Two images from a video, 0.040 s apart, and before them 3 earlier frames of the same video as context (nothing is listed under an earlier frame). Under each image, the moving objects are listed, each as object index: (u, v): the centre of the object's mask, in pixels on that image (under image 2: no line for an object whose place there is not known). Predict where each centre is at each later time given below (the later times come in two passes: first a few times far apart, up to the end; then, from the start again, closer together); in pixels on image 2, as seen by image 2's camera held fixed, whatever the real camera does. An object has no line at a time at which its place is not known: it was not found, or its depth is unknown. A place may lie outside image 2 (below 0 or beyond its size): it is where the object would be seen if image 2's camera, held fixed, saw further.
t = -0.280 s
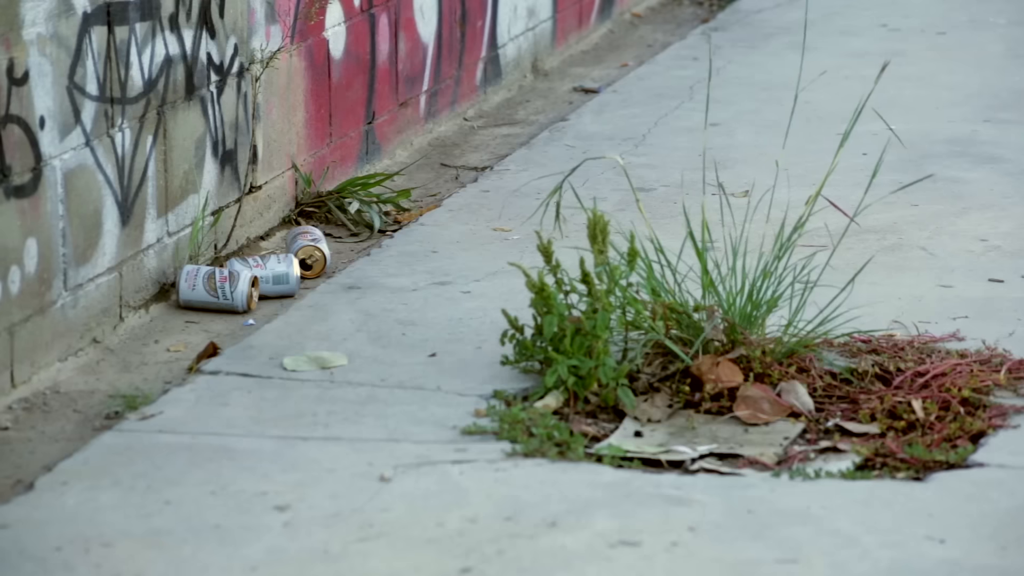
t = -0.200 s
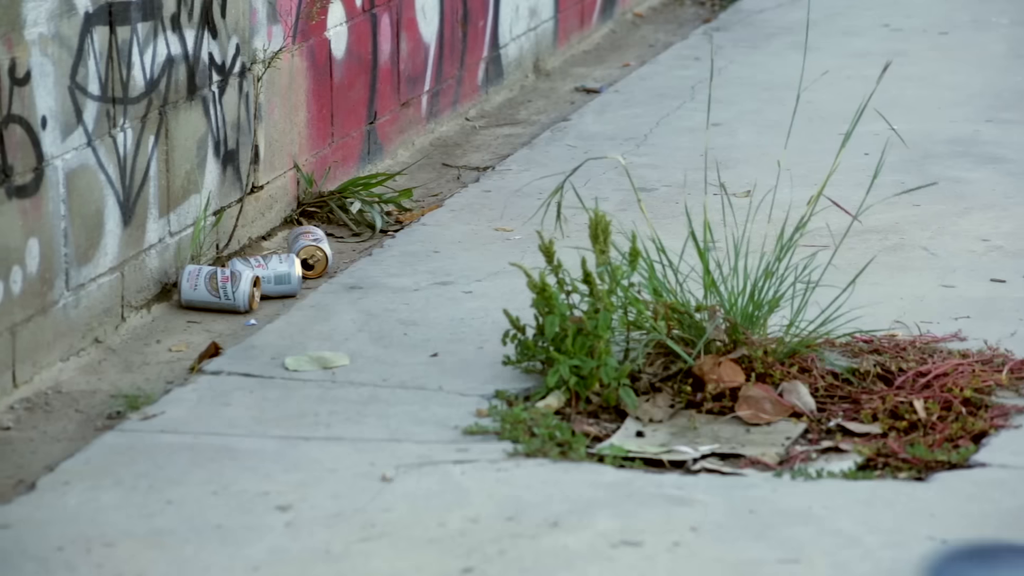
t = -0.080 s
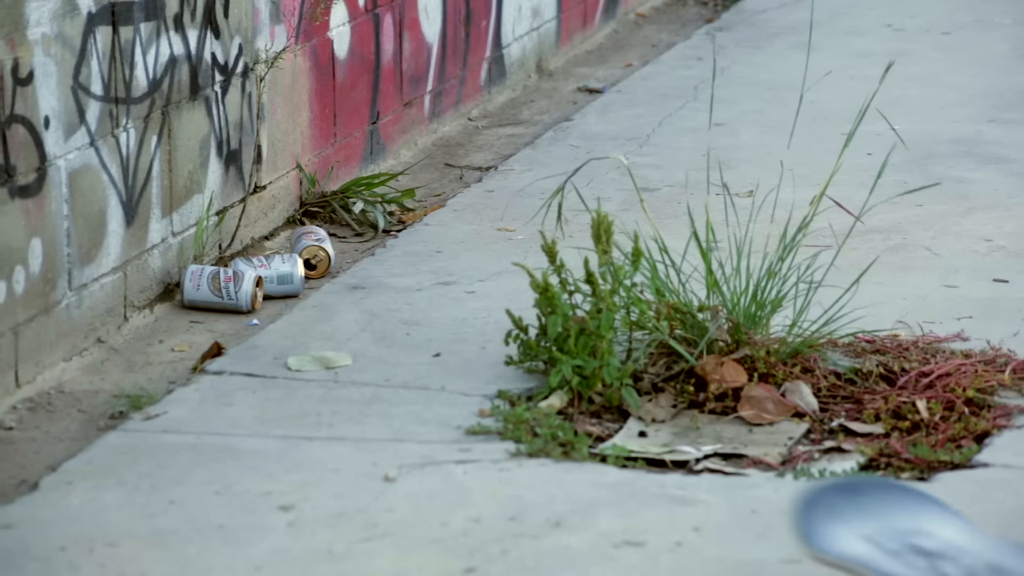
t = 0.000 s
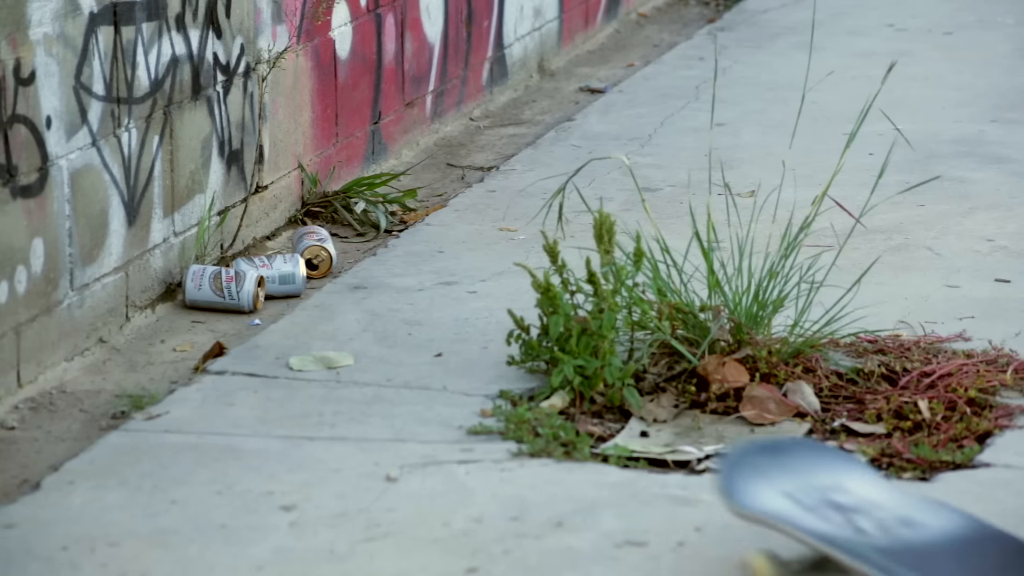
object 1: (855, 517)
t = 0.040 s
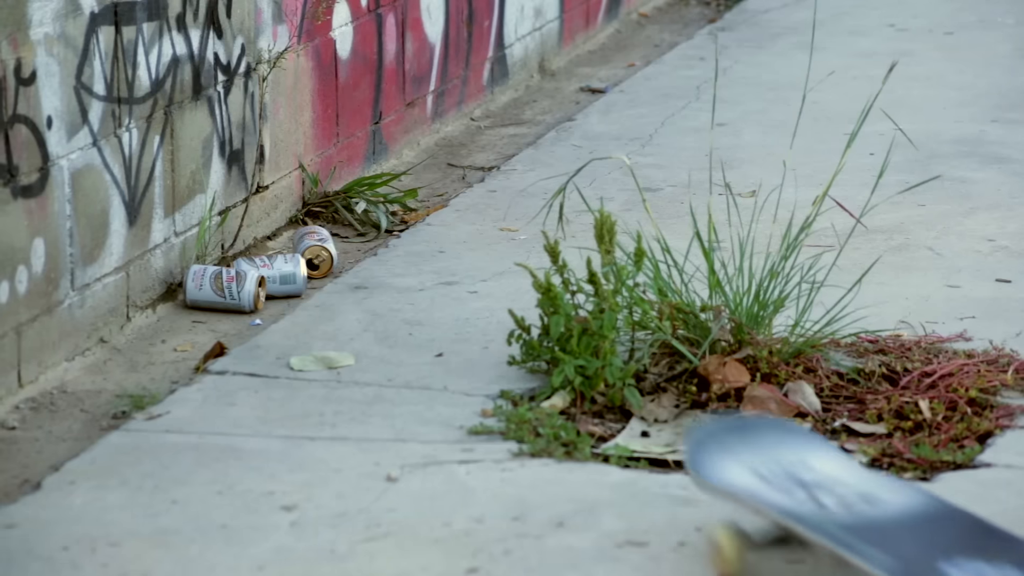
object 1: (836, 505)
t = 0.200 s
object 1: (751, 464)
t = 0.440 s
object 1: (603, 378)
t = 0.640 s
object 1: (506, 313)
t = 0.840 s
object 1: (444, 281)
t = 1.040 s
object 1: (377, 258)
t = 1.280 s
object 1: (366, 238)
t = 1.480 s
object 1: (350, 231)
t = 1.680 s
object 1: (348, 231)
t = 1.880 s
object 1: (347, 231)
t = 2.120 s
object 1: (347, 231)
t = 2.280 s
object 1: (347, 231)
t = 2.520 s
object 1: (347, 231)
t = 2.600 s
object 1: (347, 231)
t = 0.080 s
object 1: (820, 491)
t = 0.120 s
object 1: (799, 486)
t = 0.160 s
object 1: (772, 472)
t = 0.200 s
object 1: (751, 464)
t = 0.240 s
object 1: (715, 449)
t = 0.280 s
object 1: (689, 433)
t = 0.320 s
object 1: (664, 420)
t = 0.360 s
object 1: (646, 410)
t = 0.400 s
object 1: (625, 395)
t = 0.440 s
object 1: (603, 378)
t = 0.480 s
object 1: (578, 355)
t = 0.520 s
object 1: (554, 342)
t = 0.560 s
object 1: (537, 341)
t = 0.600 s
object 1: (522, 333)
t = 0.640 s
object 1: (506, 313)
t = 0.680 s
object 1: (494, 304)
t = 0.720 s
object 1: (479, 298)
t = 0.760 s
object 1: (463, 288)
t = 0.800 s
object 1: (456, 285)
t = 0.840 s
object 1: (444, 281)
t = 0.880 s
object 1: (418, 270)
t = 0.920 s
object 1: (417, 270)
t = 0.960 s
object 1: (399, 264)
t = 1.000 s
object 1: (394, 264)
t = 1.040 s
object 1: (377, 258)
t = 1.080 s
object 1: (367, 254)
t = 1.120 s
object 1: (358, 249)
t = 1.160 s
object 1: (362, 242)
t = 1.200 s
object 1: (367, 242)
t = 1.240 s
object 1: (369, 240)
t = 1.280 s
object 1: (366, 238)
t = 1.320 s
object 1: (361, 236)
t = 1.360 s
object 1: (357, 234)
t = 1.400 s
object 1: (353, 233)
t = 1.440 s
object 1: (351, 231)
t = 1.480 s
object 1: (350, 231)
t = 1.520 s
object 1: (349, 231)
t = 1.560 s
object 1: (348, 231)
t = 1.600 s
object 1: (348, 231)
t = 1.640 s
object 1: (348, 231)
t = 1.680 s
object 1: (348, 231)
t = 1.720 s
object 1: (347, 231)
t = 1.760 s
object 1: (347, 231)
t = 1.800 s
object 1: (347, 231)
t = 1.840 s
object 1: (347, 231)
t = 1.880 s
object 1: (347, 231)
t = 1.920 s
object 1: (348, 231)
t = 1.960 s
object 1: (348, 231)
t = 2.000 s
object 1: (347, 231)
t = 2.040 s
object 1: (347, 231)
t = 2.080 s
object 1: (347, 231)
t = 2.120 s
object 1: (347, 231)
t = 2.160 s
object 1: (347, 231)
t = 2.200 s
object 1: (347, 231)
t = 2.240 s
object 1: (347, 231)
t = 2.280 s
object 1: (347, 231)
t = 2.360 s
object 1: (346, 231)
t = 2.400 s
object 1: (346, 231)
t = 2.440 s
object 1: (347, 231)
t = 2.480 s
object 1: (347, 231)
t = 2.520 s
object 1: (347, 231)
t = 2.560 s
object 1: (347, 231)
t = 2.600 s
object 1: (347, 231)
